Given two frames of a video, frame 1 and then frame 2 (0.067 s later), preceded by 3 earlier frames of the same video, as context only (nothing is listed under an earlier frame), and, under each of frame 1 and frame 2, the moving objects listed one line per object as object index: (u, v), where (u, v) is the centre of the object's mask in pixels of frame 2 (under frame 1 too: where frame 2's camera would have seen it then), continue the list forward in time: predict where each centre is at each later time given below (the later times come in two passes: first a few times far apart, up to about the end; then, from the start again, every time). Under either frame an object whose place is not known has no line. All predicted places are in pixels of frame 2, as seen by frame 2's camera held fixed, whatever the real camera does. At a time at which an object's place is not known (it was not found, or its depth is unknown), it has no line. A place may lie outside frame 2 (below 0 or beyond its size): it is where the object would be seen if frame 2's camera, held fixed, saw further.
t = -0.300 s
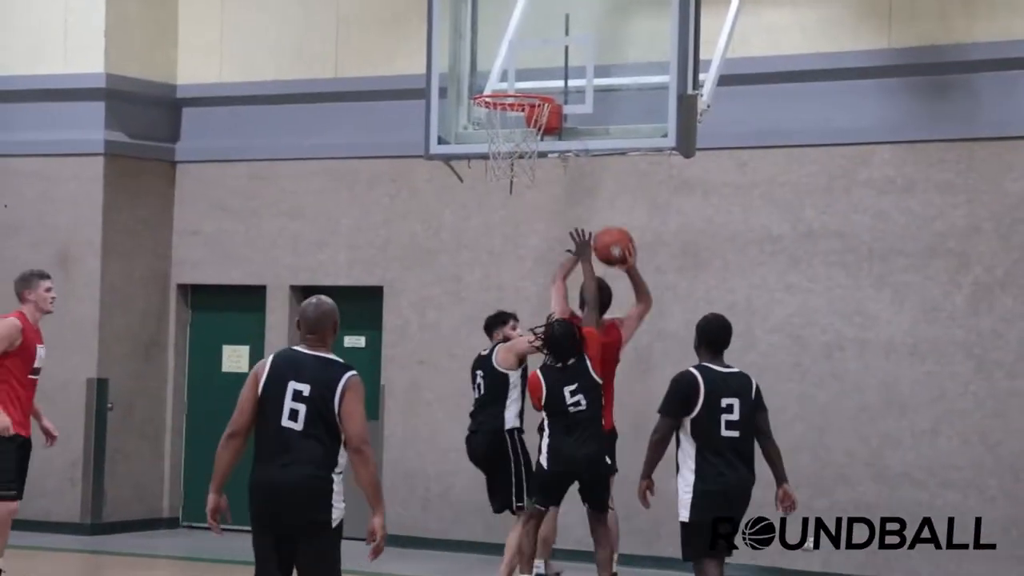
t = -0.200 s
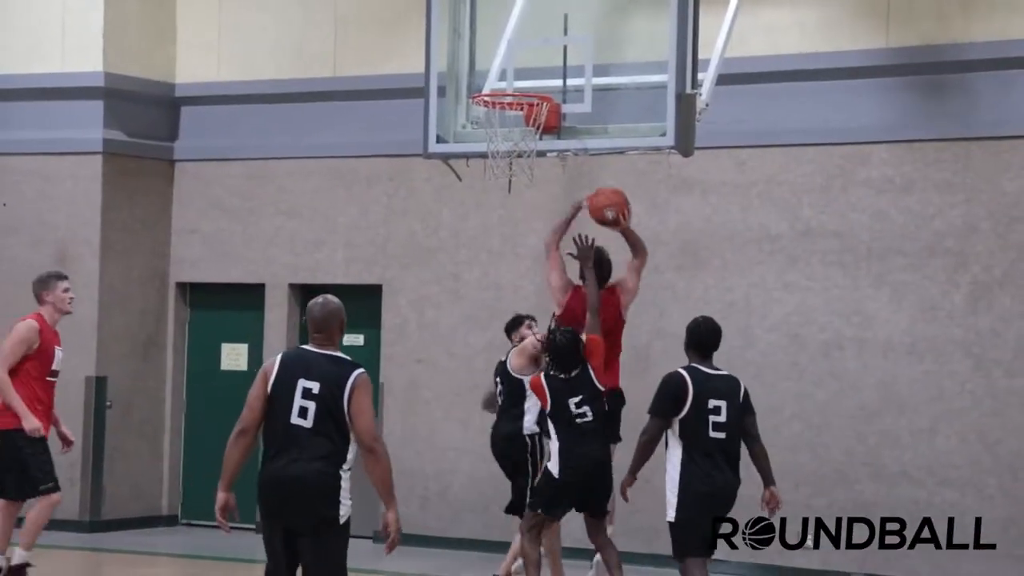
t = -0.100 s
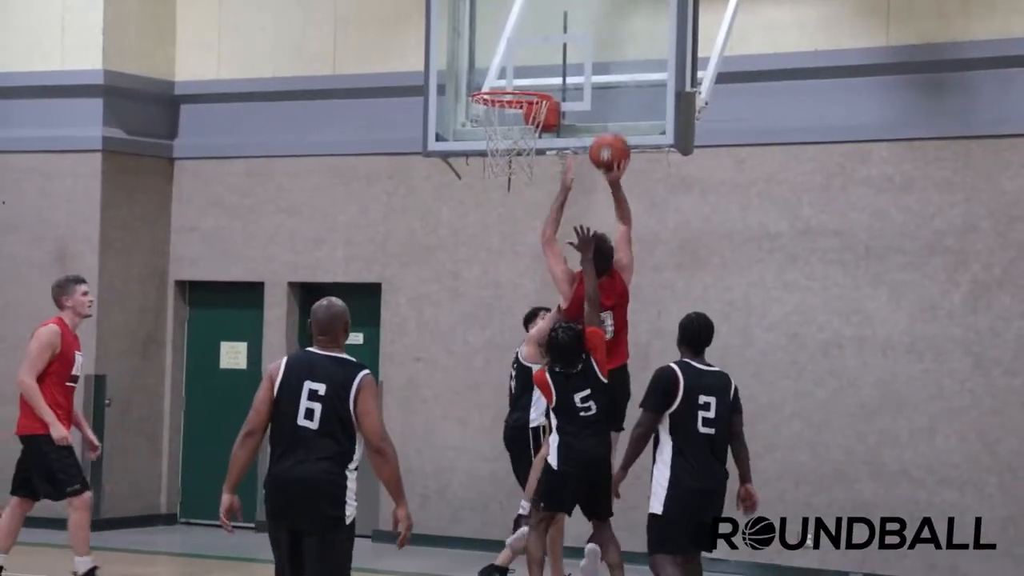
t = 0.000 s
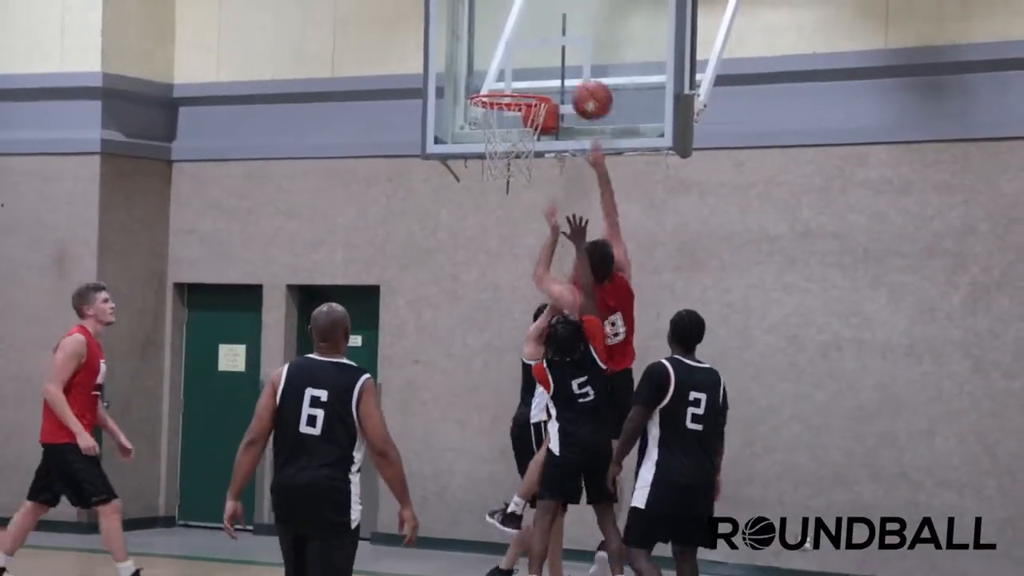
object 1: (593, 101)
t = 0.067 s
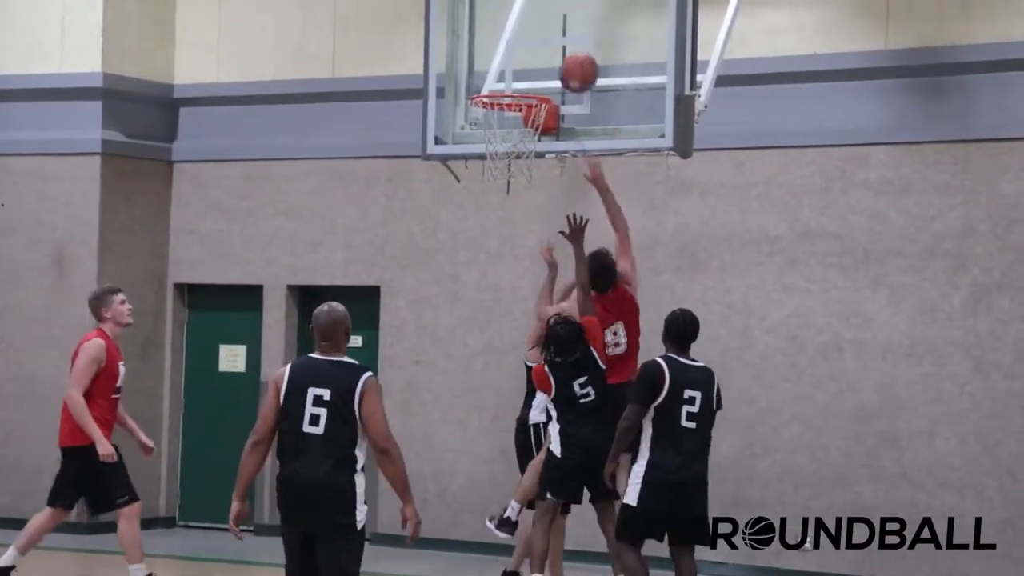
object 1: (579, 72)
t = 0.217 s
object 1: (549, 47)
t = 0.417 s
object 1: (510, 73)
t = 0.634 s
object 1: (506, 57)
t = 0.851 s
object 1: (508, 85)
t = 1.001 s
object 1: (510, 150)
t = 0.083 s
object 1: (575, 67)
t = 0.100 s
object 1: (572, 62)
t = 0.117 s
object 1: (569, 58)
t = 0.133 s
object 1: (566, 55)
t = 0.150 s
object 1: (562, 53)
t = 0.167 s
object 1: (559, 51)
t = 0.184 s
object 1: (556, 49)
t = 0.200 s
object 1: (553, 48)
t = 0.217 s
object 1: (549, 47)
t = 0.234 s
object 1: (546, 47)
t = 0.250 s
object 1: (543, 47)
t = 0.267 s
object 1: (539, 47)
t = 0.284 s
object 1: (536, 49)
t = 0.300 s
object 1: (533, 50)
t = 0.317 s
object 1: (529, 52)
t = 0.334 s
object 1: (526, 55)
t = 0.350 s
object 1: (523, 58)
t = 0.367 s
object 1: (520, 61)
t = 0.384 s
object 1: (516, 65)
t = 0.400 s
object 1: (513, 69)
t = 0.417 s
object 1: (510, 73)
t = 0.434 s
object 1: (506, 77)
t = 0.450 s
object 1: (503, 81)
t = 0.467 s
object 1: (503, 79)
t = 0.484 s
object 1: (504, 77)
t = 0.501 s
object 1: (504, 74)
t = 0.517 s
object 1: (504, 70)
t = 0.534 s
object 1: (505, 67)
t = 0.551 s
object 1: (505, 64)
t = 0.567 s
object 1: (505, 62)
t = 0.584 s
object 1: (506, 60)
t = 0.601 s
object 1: (506, 58)
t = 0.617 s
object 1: (506, 57)
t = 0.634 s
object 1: (506, 57)
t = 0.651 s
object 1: (506, 57)
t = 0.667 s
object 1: (507, 57)
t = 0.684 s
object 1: (507, 58)
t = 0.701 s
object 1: (507, 59)
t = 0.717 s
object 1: (507, 61)
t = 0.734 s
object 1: (507, 63)
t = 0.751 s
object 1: (508, 66)
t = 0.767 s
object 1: (508, 69)
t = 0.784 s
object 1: (508, 73)
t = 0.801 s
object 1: (508, 76)
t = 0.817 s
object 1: (508, 79)
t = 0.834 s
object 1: (508, 81)
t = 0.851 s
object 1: (508, 85)
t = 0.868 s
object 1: (509, 98)
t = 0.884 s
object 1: (507, 105)
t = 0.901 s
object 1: (507, 114)
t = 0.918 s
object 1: (507, 120)
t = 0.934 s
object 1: (508, 126)
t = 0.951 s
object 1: (508, 132)
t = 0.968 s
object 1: (509, 140)
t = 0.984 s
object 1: (509, 146)
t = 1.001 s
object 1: (510, 150)
